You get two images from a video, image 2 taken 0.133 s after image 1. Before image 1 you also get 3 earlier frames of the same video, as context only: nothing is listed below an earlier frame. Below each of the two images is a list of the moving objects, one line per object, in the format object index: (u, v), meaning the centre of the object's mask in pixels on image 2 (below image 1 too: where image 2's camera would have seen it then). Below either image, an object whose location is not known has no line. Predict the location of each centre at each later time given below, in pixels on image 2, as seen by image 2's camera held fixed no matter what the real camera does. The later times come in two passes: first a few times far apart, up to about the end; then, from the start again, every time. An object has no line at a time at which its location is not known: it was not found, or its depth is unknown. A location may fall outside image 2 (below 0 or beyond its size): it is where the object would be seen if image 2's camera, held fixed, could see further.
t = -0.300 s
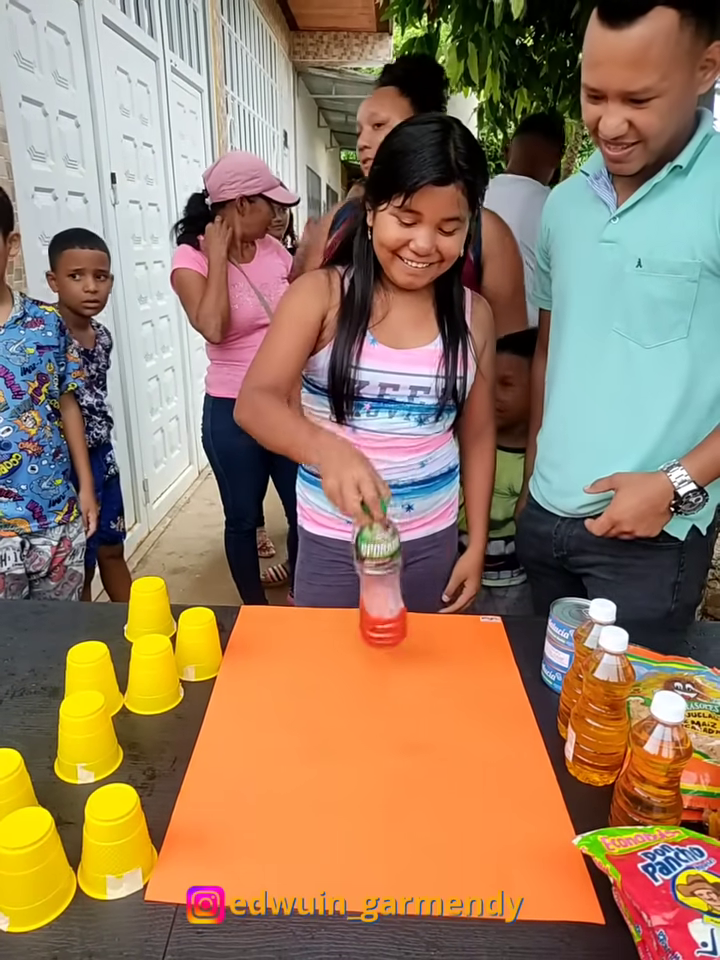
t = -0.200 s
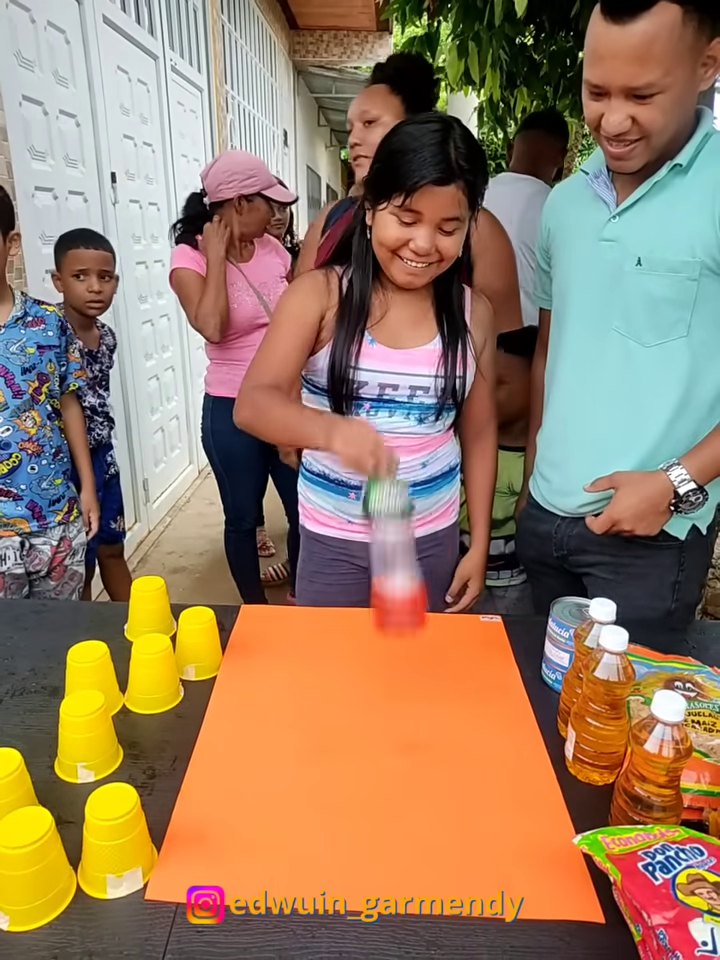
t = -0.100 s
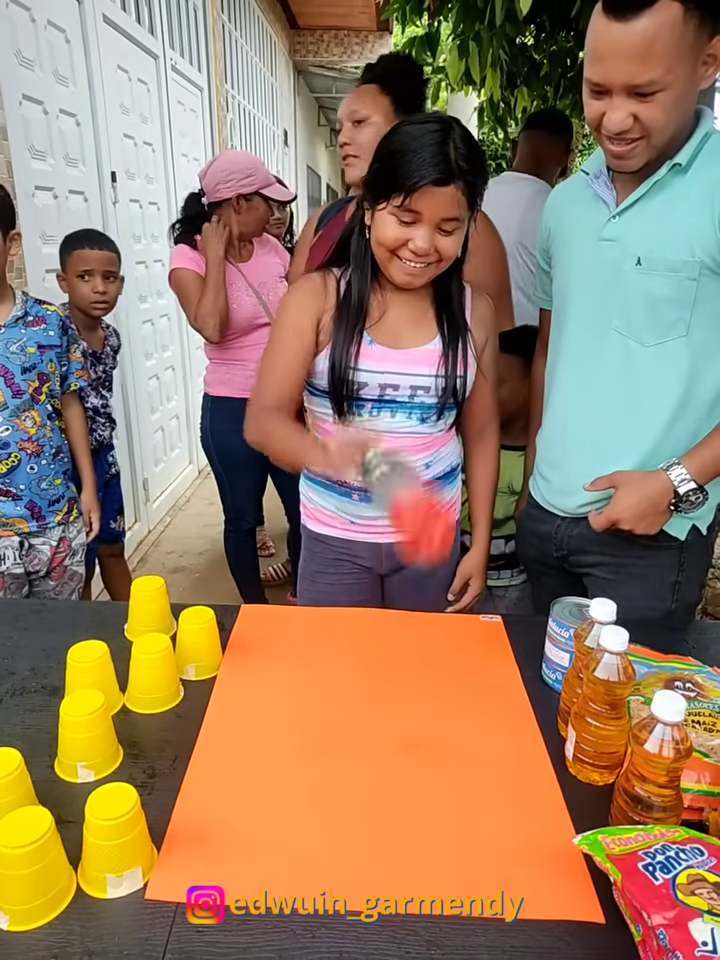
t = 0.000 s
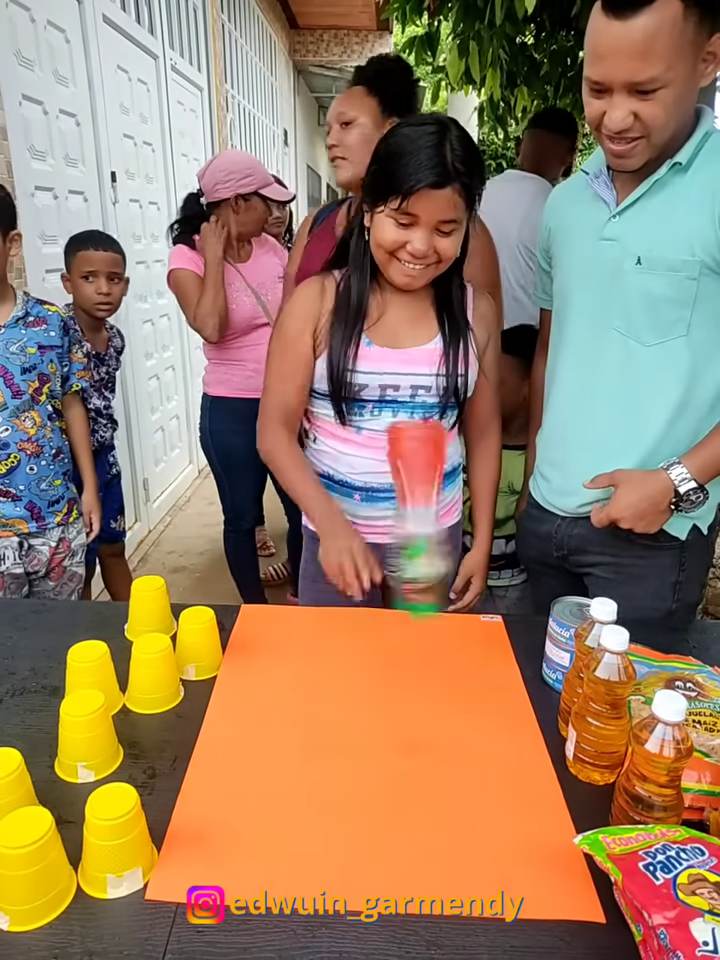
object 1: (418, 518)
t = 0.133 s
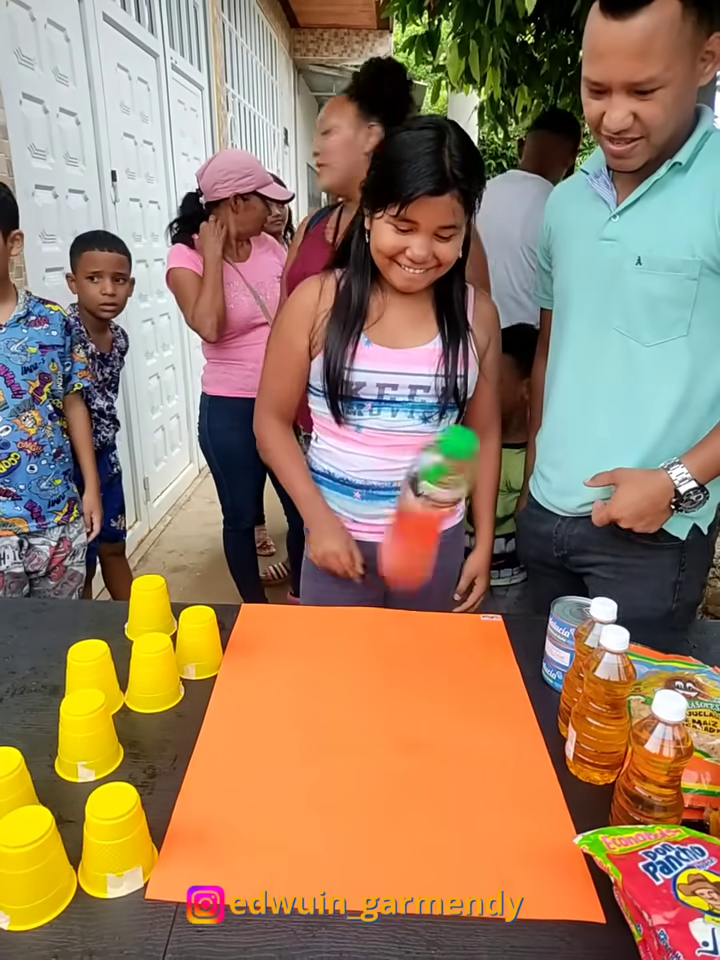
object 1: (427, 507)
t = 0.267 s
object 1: (404, 657)
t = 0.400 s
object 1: (408, 675)
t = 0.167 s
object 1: (419, 535)
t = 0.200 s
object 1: (413, 585)
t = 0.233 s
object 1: (409, 637)
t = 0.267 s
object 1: (404, 657)
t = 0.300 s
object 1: (400, 670)
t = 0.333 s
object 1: (402, 679)
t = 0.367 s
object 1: (404, 677)
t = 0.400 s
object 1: (408, 675)
